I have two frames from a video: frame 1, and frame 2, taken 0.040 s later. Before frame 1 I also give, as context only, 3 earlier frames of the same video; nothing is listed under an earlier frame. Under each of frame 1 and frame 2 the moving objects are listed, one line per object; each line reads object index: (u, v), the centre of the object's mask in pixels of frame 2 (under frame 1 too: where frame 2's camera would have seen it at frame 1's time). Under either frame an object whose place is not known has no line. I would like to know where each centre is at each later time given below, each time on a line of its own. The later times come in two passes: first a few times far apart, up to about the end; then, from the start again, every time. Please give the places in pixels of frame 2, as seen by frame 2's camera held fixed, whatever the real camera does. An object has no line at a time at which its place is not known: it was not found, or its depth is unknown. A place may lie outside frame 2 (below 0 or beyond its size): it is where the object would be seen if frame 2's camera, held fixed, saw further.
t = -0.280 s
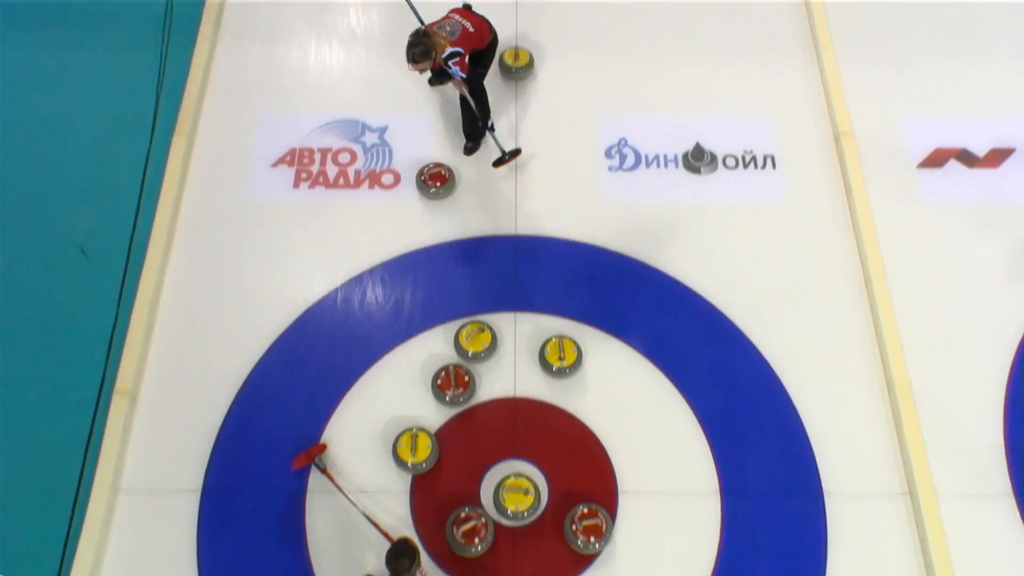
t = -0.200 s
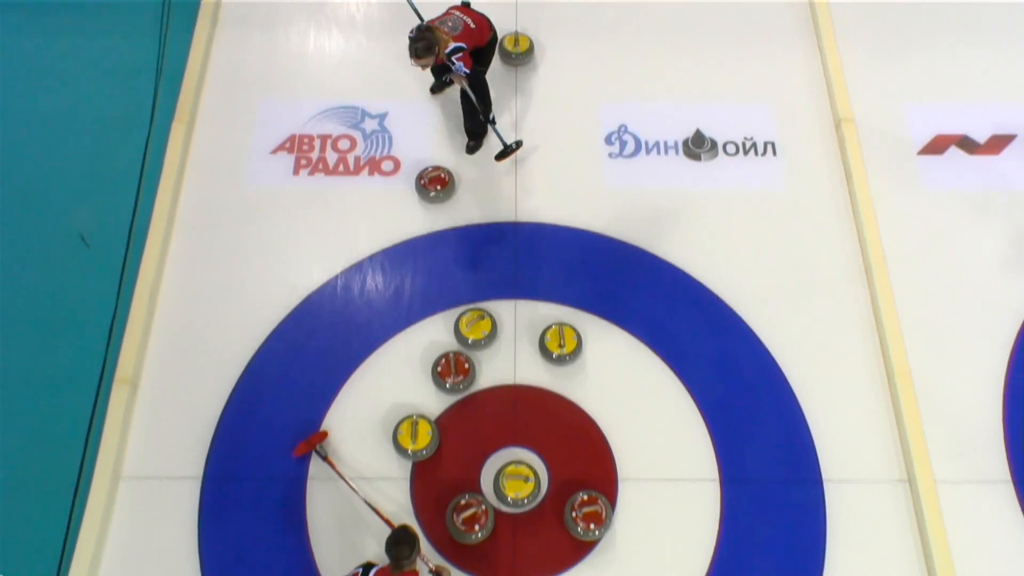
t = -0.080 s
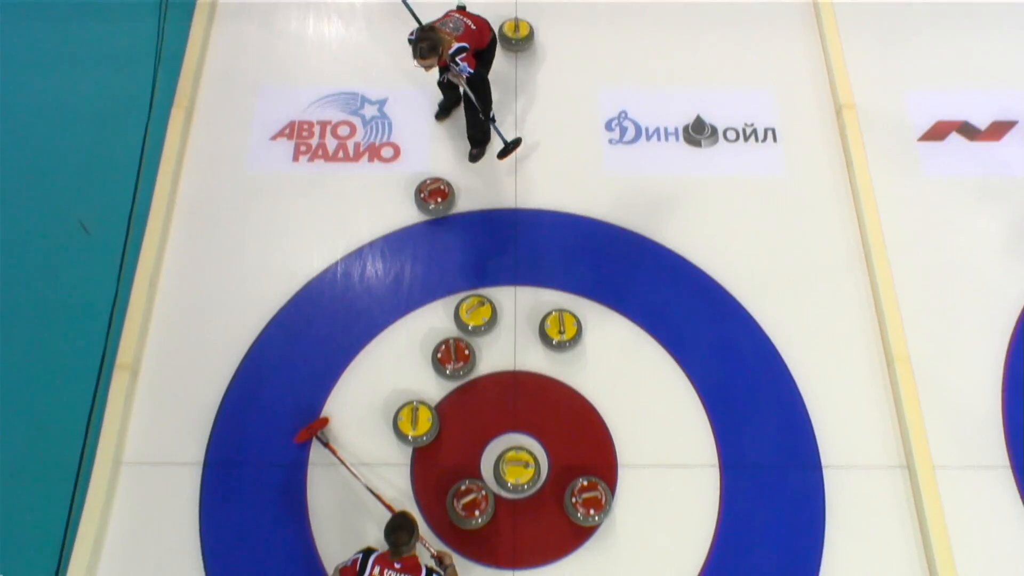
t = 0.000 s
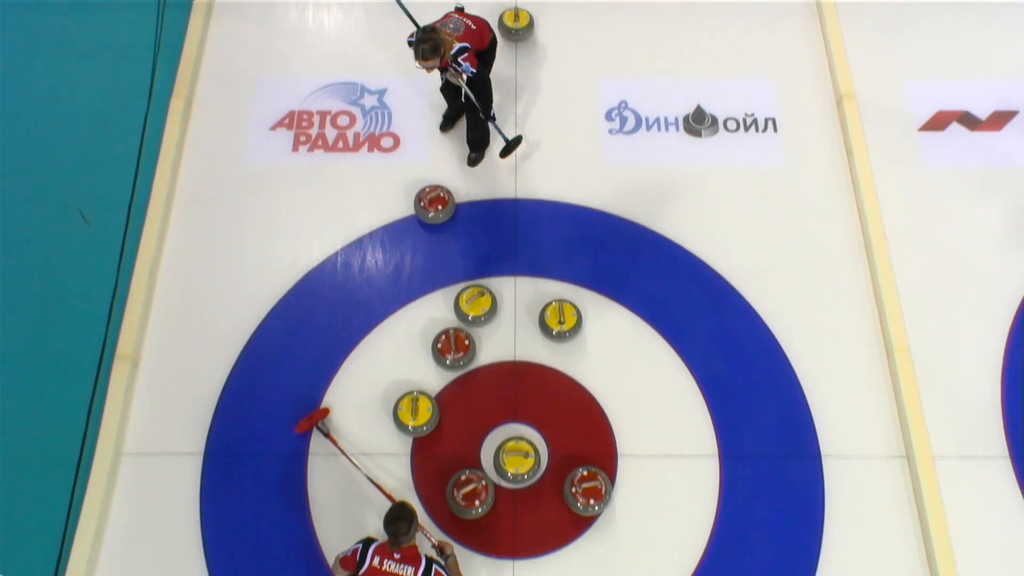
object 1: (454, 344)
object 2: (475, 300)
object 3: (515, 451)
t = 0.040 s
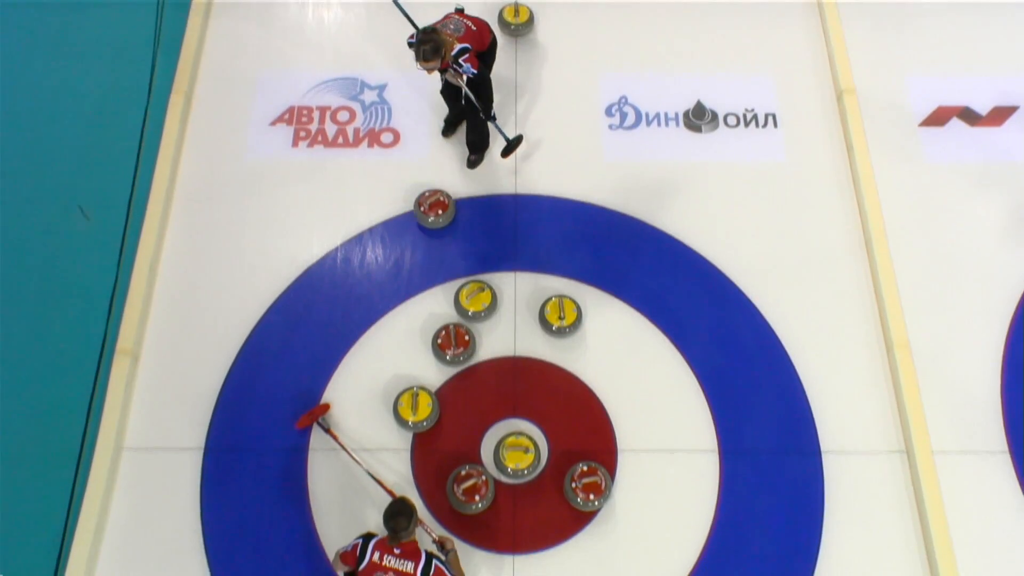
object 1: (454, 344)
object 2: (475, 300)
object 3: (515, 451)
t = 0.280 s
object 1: (453, 343)
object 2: (475, 300)
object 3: (515, 451)
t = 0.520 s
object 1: (453, 344)
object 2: (483, 305)
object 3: (514, 451)
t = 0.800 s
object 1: (469, 371)
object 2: (499, 315)
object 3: (514, 451)
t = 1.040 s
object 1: (481, 391)
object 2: (510, 323)
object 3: (513, 452)
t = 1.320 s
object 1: (495, 413)
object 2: (519, 331)
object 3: (513, 451)
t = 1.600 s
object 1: (494, 416)
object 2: (522, 339)
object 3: (527, 468)
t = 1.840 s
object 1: (494, 416)
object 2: (525, 345)
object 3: (539, 481)
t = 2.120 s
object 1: (494, 415)
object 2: (526, 349)
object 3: (539, 488)
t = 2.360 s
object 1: (494, 416)
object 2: (528, 352)
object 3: (540, 490)
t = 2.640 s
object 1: (494, 416)
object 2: (530, 354)
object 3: (540, 490)
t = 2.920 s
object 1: (495, 416)
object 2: (531, 355)
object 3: (540, 490)
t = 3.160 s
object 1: (494, 416)
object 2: (532, 355)
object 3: (540, 490)
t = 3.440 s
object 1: (494, 416)
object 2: (532, 355)
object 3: (540, 490)
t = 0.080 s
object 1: (453, 344)
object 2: (475, 300)
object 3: (515, 451)
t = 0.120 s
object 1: (453, 343)
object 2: (475, 300)
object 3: (515, 451)
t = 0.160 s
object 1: (453, 343)
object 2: (475, 300)
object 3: (515, 451)
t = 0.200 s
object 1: (453, 344)
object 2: (475, 300)
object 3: (515, 451)
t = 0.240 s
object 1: (453, 343)
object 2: (475, 300)
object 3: (515, 451)
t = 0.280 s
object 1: (453, 343)
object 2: (475, 300)
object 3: (515, 451)
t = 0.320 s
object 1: (453, 343)
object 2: (475, 300)
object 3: (515, 451)
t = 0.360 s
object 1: (453, 343)
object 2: (475, 300)
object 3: (514, 451)
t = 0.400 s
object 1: (453, 343)
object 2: (476, 300)
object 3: (514, 451)
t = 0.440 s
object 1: (453, 343)
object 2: (478, 302)
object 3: (515, 451)
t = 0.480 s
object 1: (453, 343)
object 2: (481, 303)
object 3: (514, 451)
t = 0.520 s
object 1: (453, 344)
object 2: (483, 305)
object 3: (514, 451)
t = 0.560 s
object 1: (456, 348)
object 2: (485, 306)
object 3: (514, 451)
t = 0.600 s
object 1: (458, 352)
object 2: (488, 308)
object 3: (514, 451)
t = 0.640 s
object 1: (460, 356)
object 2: (490, 310)
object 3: (514, 451)
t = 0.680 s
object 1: (462, 360)
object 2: (492, 311)
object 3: (514, 451)
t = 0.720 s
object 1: (465, 363)
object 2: (494, 312)
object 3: (514, 451)
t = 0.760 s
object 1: (467, 367)
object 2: (497, 314)
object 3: (514, 451)
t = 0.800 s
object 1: (469, 371)
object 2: (499, 315)
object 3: (514, 451)
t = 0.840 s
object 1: (471, 374)
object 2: (501, 317)
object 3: (514, 451)
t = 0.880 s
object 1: (473, 378)
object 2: (503, 318)
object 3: (514, 451)
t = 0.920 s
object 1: (475, 381)
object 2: (504, 319)
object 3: (514, 451)
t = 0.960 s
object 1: (477, 384)
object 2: (506, 320)
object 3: (514, 451)
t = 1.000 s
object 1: (479, 387)
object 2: (508, 321)
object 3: (514, 451)
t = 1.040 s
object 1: (481, 391)
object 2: (510, 323)
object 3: (513, 452)
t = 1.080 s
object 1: (483, 394)
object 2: (512, 324)
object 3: (514, 451)
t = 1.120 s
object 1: (485, 398)
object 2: (513, 325)
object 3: (514, 452)
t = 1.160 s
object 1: (487, 401)
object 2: (515, 326)
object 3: (514, 451)
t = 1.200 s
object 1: (489, 404)
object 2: (516, 327)
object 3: (514, 451)
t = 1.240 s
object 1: (491, 408)
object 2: (517, 328)
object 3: (514, 451)
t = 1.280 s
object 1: (493, 411)
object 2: (518, 330)
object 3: (514, 451)
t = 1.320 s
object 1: (495, 413)
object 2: (519, 331)
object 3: (513, 451)
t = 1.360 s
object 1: (495, 415)
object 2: (519, 332)
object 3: (515, 453)
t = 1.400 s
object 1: (495, 415)
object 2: (520, 333)
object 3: (517, 456)
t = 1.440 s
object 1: (495, 415)
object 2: (520, 335)
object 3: (519, 458)
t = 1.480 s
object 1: (495, 415)
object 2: (521, 336)
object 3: (521, 461)
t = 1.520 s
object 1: (495, 415)
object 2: (521, 337)
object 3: (523, 463)
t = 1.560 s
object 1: (495, 416)
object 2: (522, 338)
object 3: (525, 466)
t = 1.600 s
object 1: (494, 416)
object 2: (522, 339)
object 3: (527, 468)
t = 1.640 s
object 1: (494, 416)
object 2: (523, 340)
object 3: (529, 470)
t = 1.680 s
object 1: (494, 416)
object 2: (523, 341)
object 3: (531, 473)
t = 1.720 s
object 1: (494, 416)
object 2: (523, 342)
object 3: (533, 475)
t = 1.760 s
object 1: (494, 416)
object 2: (524, 343)
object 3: (535, 477)
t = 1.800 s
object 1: (494, 416)
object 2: (524, 344)
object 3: (537, 479)
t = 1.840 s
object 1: (494, 416)
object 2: (525, 345)
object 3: (539, 481)
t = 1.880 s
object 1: (494, 416)
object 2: (525, 346)
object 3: (539, 483)
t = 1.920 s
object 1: (494, 416)
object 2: (525, 346)
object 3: (539, 484)
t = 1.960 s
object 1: (494, 416)
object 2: (526, 347)
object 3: (539, 485)
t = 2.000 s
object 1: (494, 416)
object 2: (526, 348)
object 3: (539, 486)
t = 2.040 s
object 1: (494, 416)
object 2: (526, 348)
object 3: (539, 487)
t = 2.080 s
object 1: (494, 416)
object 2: (526, 349)
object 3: (539, 488)
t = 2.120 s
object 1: (494, 415)
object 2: (526, 349)
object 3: (539, 488)
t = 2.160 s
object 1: (494, 415)
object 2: (527, 350)
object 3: (539, 489)
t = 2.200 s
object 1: (494, 415)
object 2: (527, 350)
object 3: (539, 489)
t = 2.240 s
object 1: (494, 416)
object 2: (527, 351)
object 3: (540, 490)
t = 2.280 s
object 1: (494, 416)
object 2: (527, 352)
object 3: (540, 490)
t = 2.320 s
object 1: (494, 416)
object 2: (528, 352)
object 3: (540, 490)
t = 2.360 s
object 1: (494, 416)
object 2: (528, 352)
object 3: (540, 490)
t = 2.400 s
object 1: (494, 416)
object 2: (528, 353)
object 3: (540, 490)
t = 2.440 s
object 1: (494, 416)
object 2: (529, 353)
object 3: (540, 490)
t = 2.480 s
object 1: (494, 416)
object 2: (529, 353)
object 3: (540, 490)
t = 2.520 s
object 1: (494, 416)
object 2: (529, 354)
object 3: (540, 490)
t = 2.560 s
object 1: (494, 416)
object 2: (529, 354)
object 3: (540, 490)
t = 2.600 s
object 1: (494, 416)
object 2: (530, 354)
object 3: (540, 490)
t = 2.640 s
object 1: (494, 416)
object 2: (530, 354)
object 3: (540, 490)
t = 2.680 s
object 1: (494, 416)
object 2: (530, 355)
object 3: (540, 490)
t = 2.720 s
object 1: (494, 416)
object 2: (531, 355)
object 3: (540, 490)
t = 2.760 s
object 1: (494, 416)
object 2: (531, 355)
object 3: (540, 490)
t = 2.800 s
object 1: (494, 416)
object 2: (531, 355)
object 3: (540, 490)
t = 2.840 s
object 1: (494, 416)
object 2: (531, 355)
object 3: (540, 490)
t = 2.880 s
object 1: (495, 416)
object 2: (531, 355)
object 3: (540, 490)
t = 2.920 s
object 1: (495, 416)
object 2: (531, 355)
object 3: (540, 490)
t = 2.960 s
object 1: (495, 416)
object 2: (531, 355)
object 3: (540, 490)
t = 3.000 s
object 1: (494, 416)
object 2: (532, 355)
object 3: (540, 490)
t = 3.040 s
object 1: (494, 416)
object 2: (531, 355)
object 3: (540, 490)
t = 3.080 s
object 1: (494, 415)
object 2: (532, 355)
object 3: (540, 490)
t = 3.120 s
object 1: (494, 415)
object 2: (531, 355)
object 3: (540, 490)
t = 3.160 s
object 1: (494, 416)
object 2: (532, 355)
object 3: (540, 490)
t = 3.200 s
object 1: (494, 416)
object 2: (532, 355)
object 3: (540, 490)
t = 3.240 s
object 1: (494, 416)
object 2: (532, 355)
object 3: (540, 490)
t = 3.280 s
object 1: (494, 415)
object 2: (532, 355)
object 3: (540, 490)
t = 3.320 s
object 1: (494, 416)
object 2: (532, 355)
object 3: (540, 490)
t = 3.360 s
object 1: (494, 416)
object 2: (532, 355)
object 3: (540, 490)
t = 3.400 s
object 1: (494, 416)
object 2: (532, 355)
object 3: (540, 490)
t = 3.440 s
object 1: (494, 416)
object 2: (532, 355)
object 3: (540, 490)
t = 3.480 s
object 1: (494, 415)
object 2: (531, 355)
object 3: (539, 490)
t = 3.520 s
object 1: (494, 416)
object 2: (532, 355)
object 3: (539, 490)
